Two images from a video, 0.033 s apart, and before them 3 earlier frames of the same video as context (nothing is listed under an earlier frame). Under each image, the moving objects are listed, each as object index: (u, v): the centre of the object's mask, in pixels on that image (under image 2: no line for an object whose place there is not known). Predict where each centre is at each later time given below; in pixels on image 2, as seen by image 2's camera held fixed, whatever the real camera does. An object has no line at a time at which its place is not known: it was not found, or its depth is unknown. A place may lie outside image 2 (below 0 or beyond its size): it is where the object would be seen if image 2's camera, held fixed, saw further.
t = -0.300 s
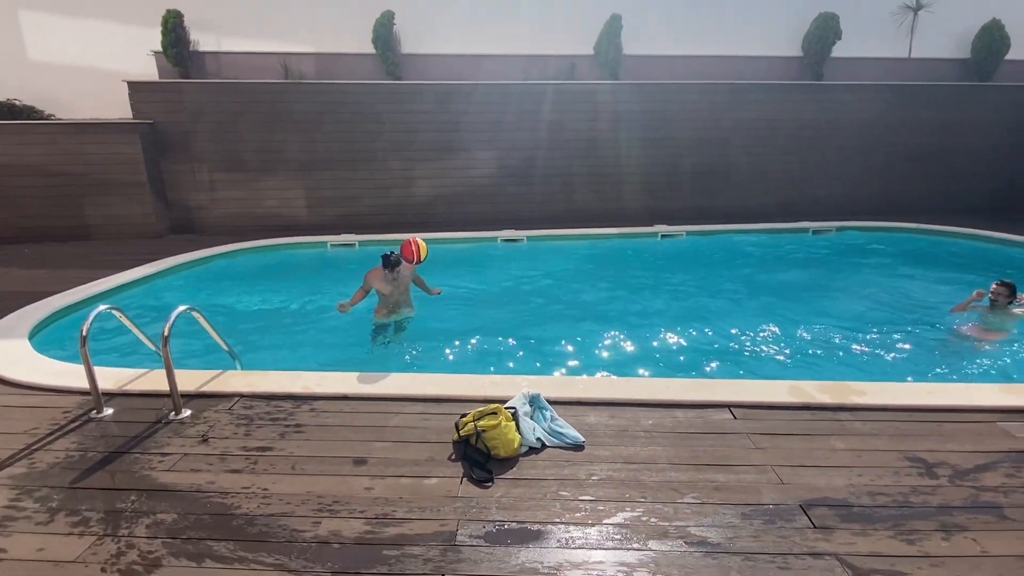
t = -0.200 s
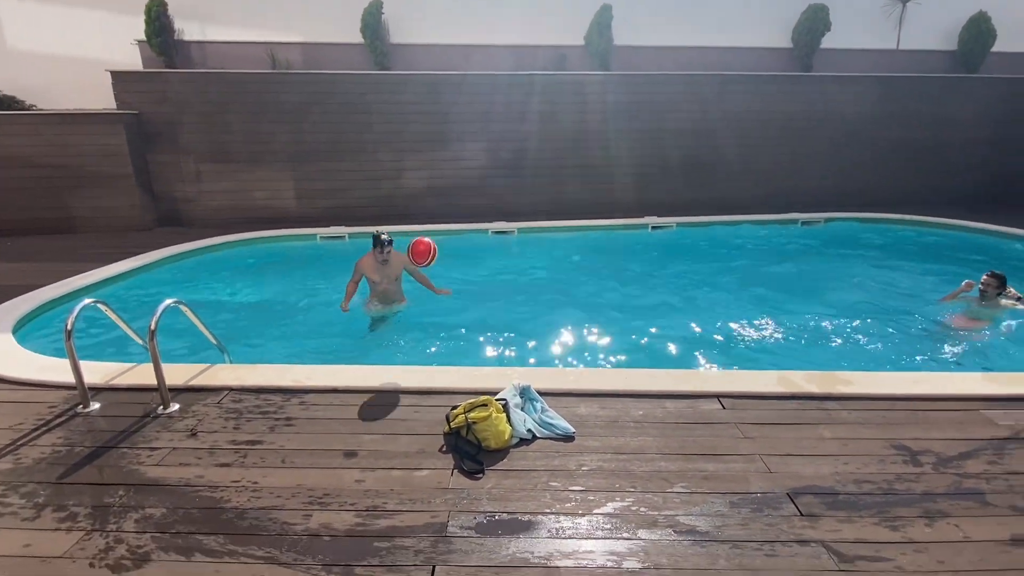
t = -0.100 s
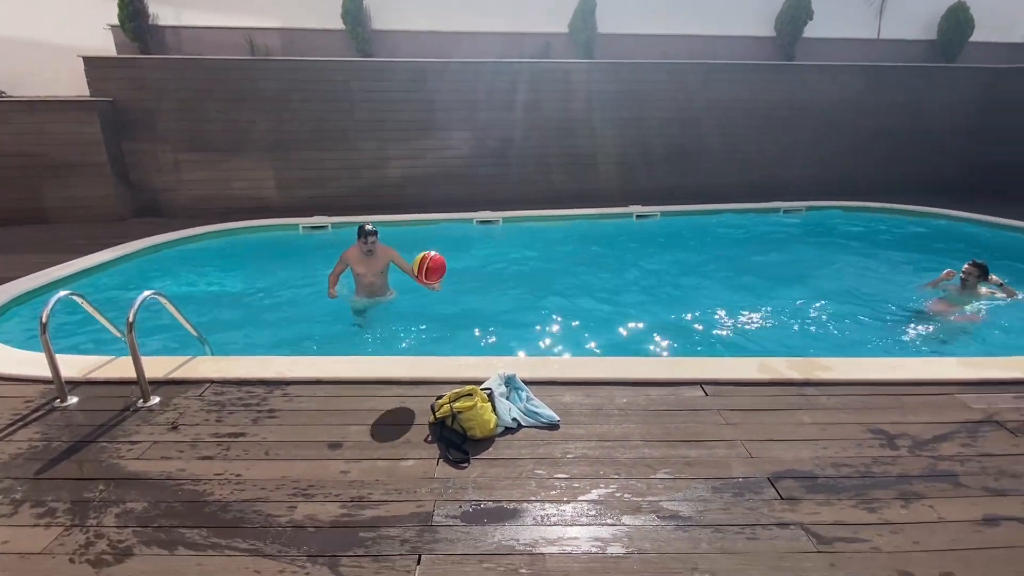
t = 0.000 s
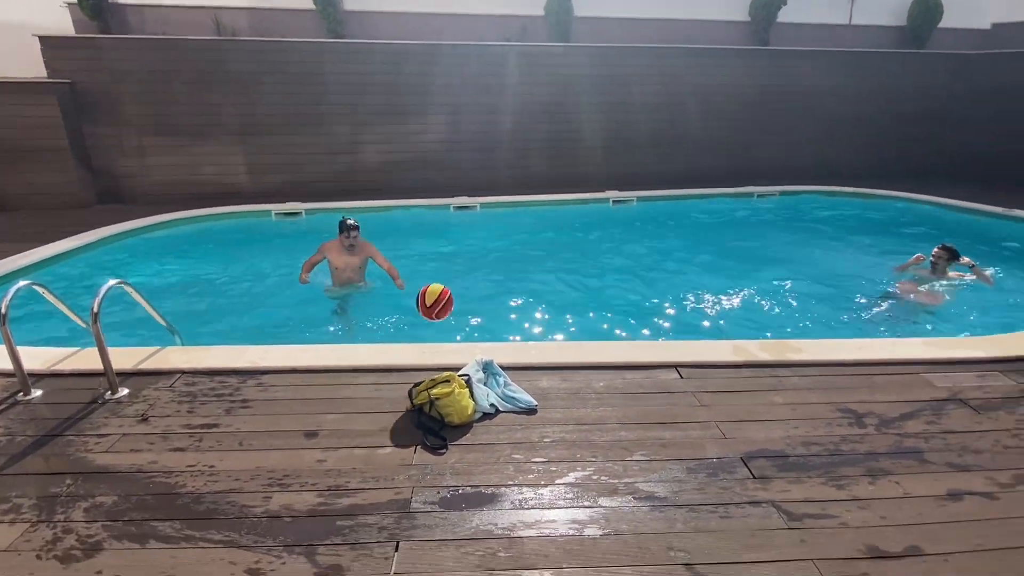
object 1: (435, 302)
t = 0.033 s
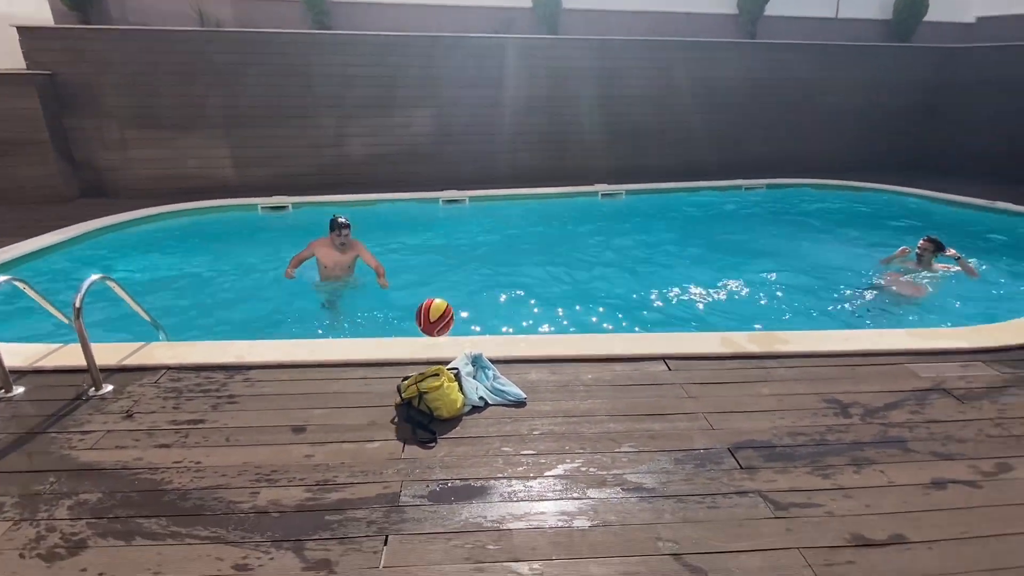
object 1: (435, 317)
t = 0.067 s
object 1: (447, 342)
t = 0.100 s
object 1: (460, 367)
